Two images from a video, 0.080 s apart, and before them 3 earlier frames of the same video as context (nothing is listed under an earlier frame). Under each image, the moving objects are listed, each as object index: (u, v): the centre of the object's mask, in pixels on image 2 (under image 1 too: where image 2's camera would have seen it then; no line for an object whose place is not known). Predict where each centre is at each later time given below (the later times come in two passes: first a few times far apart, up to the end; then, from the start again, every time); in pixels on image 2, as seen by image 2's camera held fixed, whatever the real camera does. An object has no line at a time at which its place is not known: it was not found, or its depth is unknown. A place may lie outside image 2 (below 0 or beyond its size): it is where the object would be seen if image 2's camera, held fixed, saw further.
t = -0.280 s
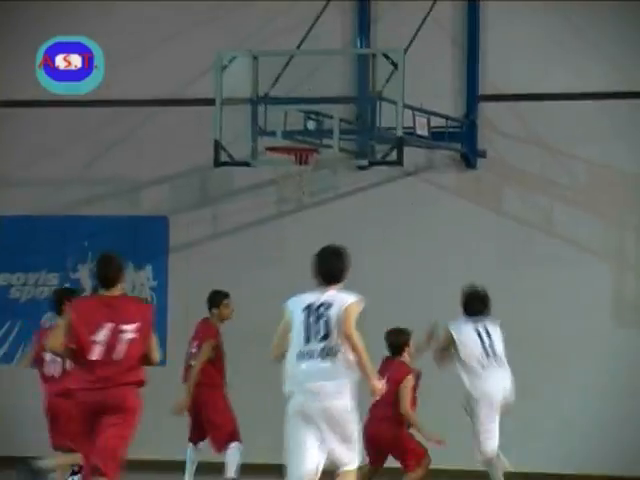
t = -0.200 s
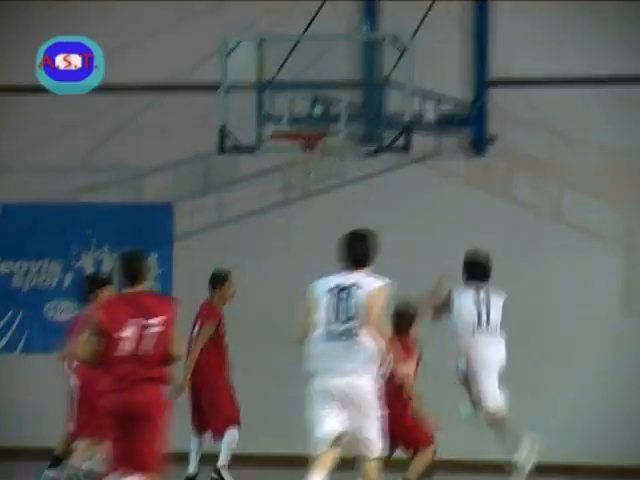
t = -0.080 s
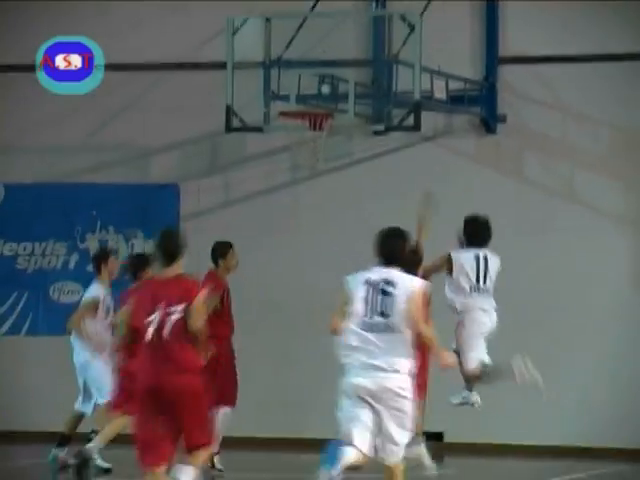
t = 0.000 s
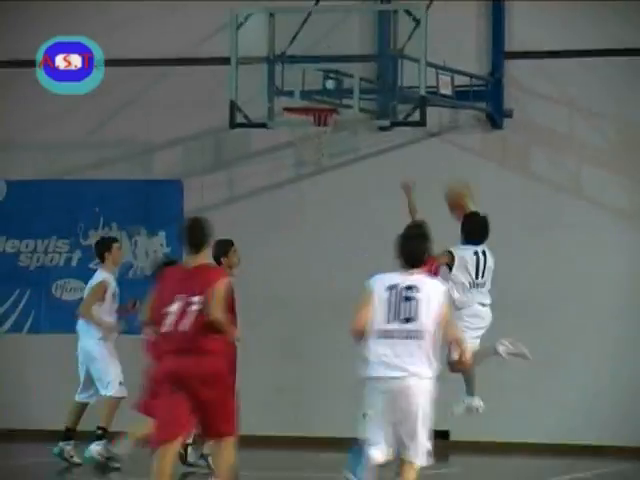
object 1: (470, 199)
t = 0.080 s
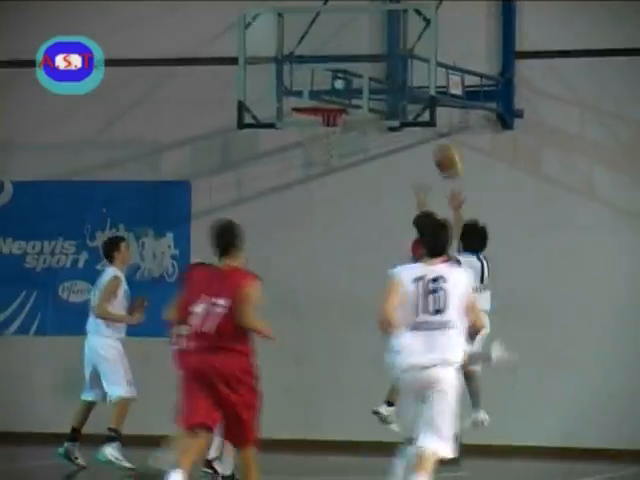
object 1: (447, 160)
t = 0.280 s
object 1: (398, 96)
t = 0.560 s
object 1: (324, 77)
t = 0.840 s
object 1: (271, 84)
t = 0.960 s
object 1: (254, 96)
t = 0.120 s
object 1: (438, 144)
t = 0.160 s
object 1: (427, 130)
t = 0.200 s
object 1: (416, 115)
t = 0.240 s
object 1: (409, 106)
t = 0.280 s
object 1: (398, 96)
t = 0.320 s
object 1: (387, 88)
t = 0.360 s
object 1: (378, 83)
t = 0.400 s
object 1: (368, 80)
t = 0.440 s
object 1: (355, 80)
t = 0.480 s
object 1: (345, 80)
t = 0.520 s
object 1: (336, 78)
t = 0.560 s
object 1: (324, 77)
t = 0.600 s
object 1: (316, 81)
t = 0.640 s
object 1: (306, 83)
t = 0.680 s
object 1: (295, 90)
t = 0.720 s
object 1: (288, 90)
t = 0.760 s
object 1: (282, 86)
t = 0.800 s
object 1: (277, 85)
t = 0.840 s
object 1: (271, 84)
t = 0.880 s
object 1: (265, 86)
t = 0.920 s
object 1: (260, 91)
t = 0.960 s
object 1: (254, 96)
